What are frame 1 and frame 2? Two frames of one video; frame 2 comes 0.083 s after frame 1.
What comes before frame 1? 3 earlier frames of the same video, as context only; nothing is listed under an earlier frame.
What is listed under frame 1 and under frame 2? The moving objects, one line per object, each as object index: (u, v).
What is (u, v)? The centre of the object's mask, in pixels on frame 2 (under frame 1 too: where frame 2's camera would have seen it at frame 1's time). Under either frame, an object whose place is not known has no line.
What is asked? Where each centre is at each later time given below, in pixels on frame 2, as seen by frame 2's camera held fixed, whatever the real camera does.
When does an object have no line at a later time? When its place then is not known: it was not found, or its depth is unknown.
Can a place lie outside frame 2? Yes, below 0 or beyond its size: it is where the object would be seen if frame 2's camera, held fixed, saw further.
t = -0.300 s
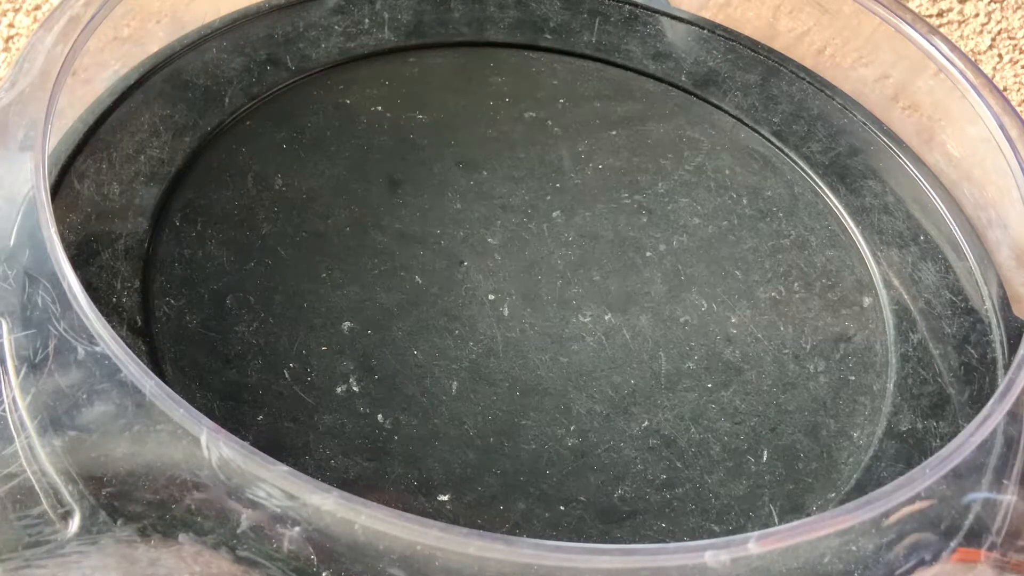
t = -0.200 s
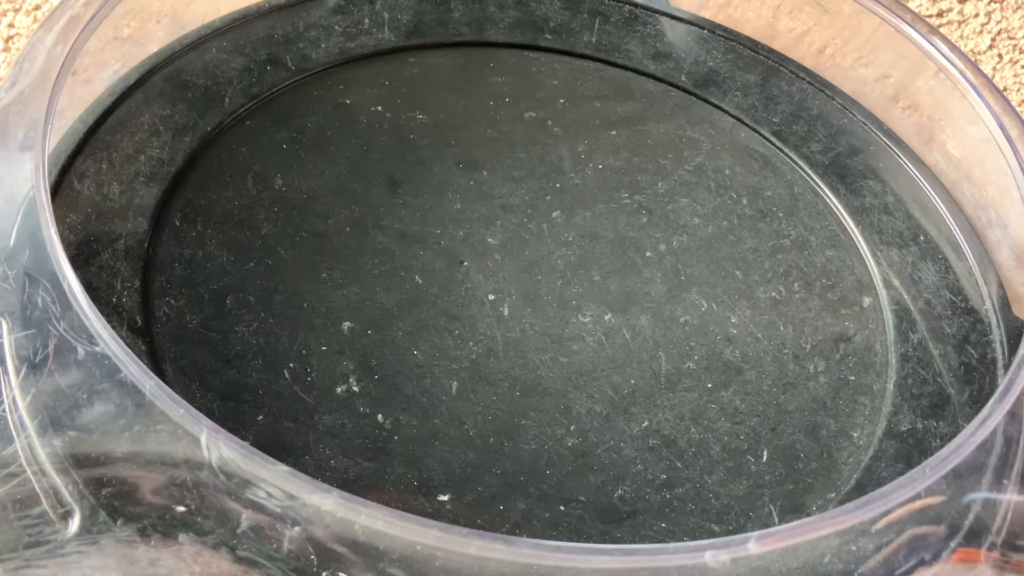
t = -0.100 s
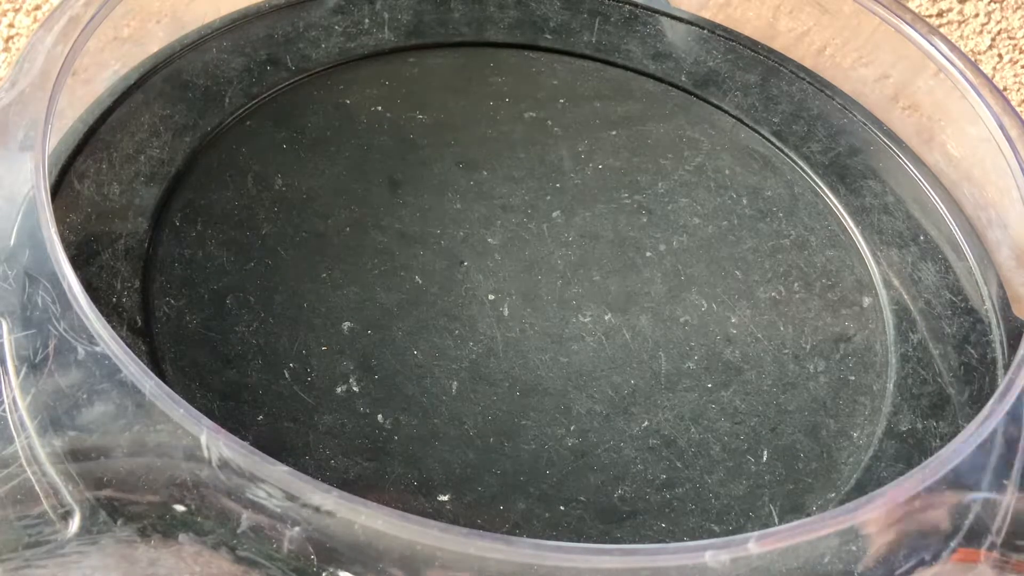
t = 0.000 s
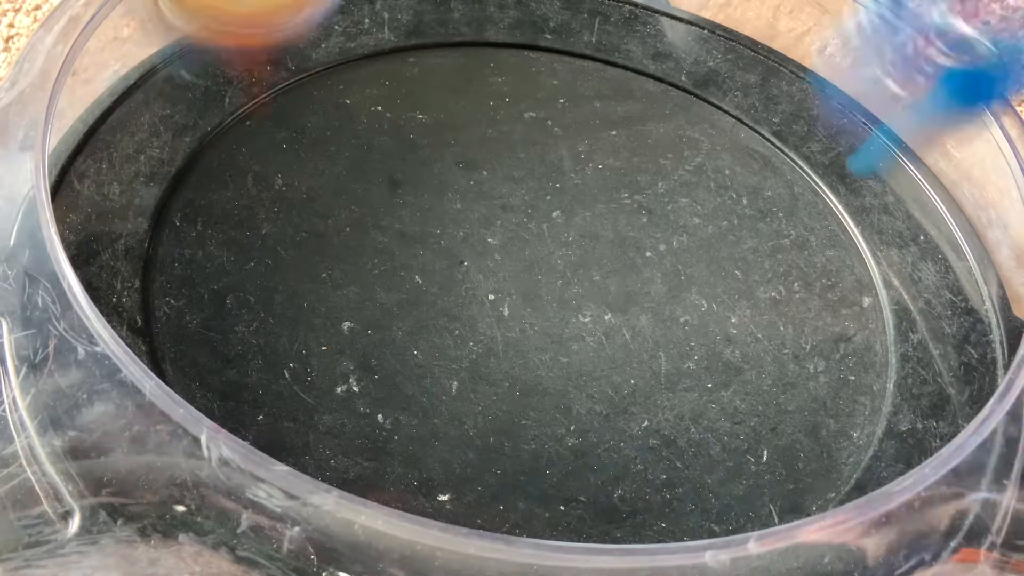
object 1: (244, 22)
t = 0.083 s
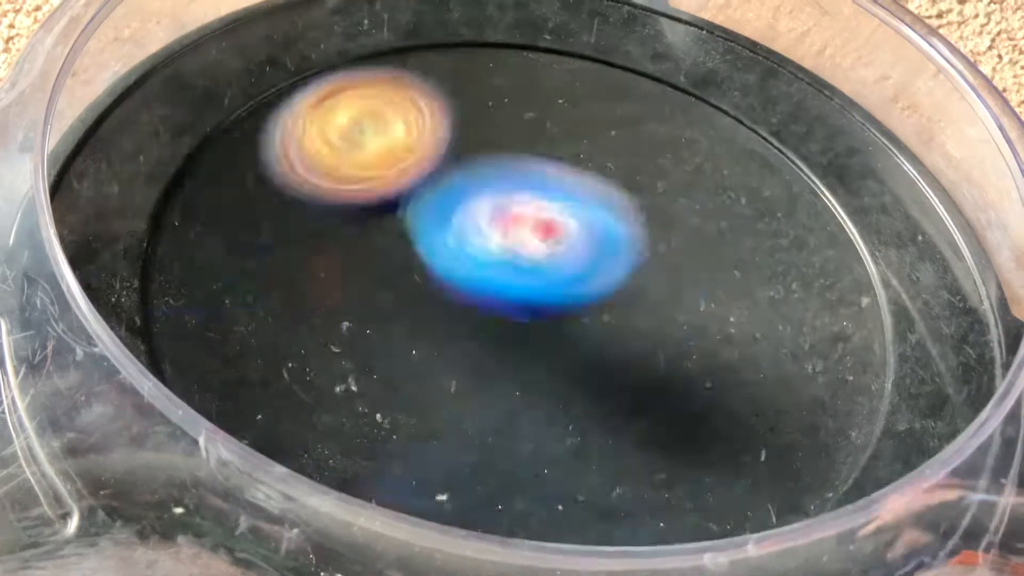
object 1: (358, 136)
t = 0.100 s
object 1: (393, 112)
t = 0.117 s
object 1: (428, 100)
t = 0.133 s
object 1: (457, 100)
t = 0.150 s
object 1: (486, 101)
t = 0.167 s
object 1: (511, 105)
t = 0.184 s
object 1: (537, 106)
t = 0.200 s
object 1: (559, 95)
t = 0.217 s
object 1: (580, 91)
